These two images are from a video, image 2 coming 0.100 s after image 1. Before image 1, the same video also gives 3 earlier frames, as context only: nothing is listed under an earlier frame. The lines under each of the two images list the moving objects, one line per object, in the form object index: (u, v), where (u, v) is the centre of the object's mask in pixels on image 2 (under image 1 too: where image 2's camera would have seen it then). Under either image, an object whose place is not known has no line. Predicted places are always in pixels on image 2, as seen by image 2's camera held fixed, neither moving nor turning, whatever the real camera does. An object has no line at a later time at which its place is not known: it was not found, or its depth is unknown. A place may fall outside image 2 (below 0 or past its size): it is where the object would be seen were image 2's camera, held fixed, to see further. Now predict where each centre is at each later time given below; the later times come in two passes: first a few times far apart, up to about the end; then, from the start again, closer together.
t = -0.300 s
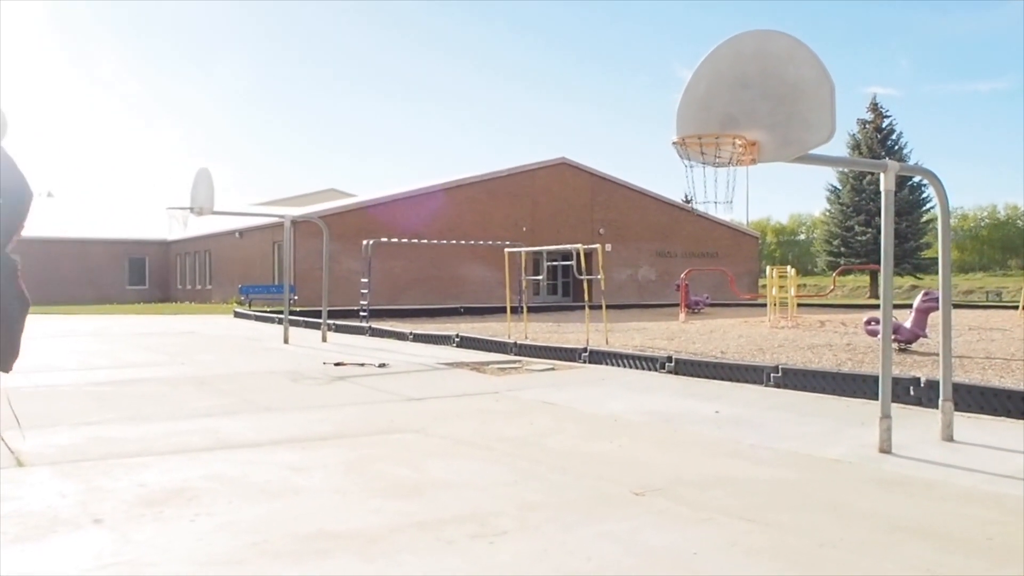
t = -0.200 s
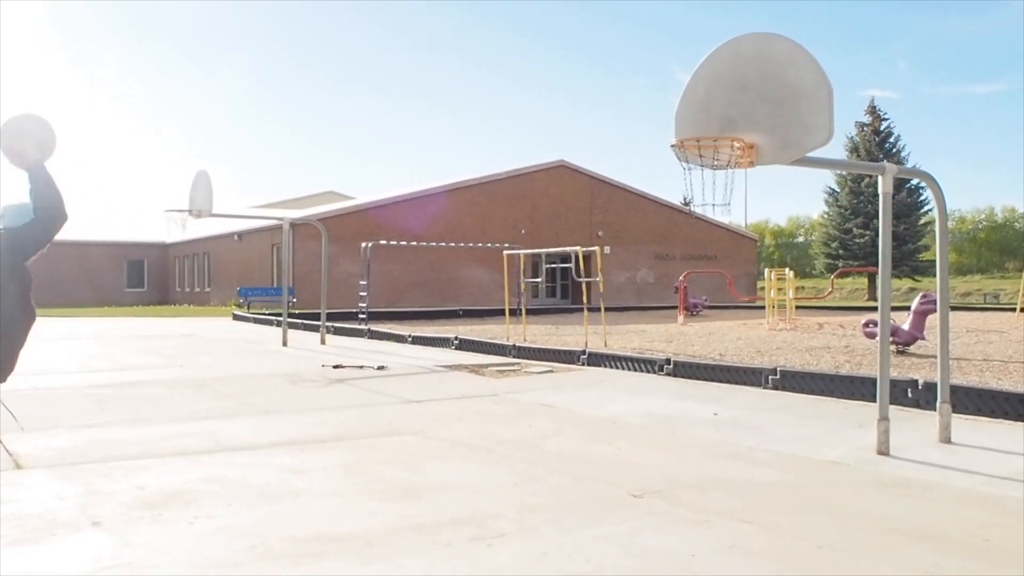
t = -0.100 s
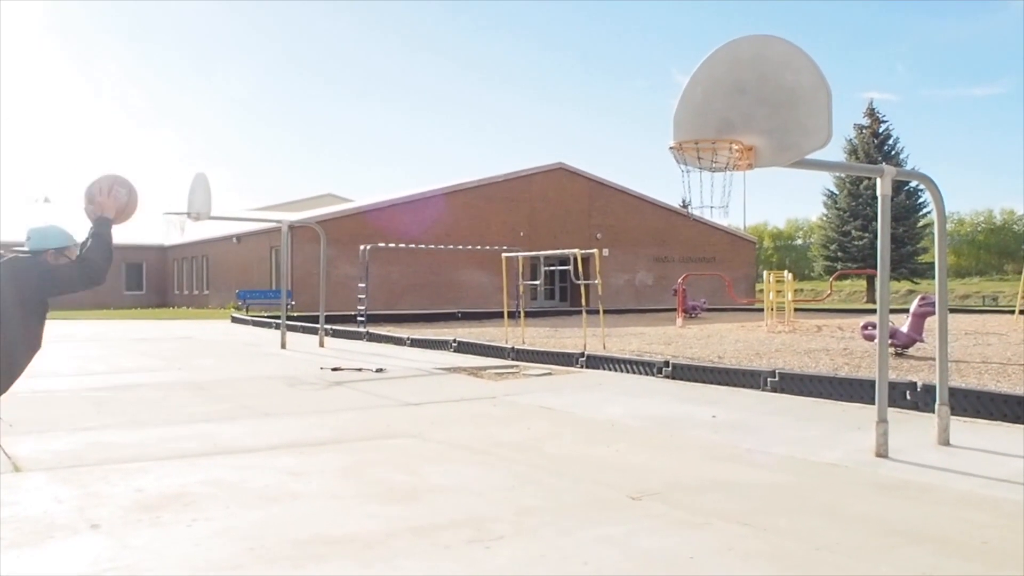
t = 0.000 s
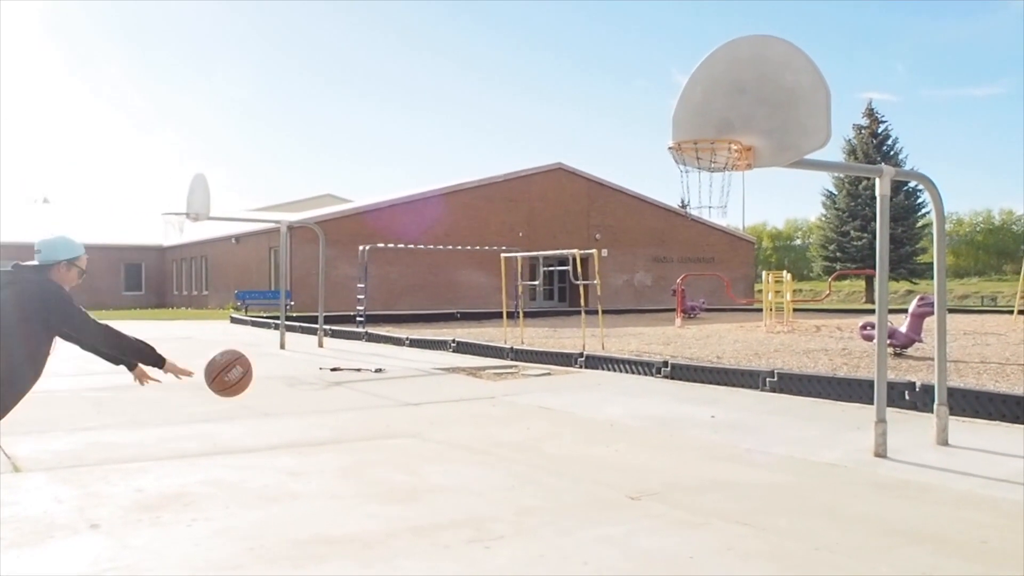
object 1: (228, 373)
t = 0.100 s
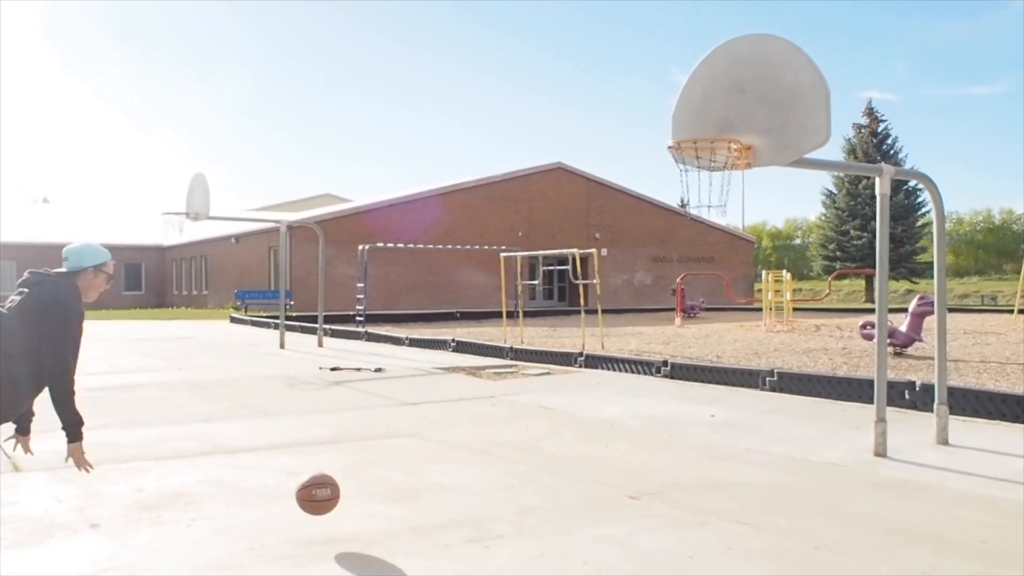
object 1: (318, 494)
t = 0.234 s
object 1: (374, 328)
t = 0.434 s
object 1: (456, 152)
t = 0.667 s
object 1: (545, 47)
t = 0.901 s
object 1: (626, 37)
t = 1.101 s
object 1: (693, 95)
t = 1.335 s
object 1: (690, 163)
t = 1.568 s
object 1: (690, 187)
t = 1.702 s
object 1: (699, 218)
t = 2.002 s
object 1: (721, 382)
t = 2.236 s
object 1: (741, 410)
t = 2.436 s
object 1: (759, 338)
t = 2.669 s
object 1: (785, 329)
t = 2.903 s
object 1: (811, 407)
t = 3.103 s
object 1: (836, 456)
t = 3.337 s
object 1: (869, 404)
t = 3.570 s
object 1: (905, 440)
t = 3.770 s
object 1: (936, 471)
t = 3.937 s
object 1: (966, 446)
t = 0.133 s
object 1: (333, 449)
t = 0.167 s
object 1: (347, 407)
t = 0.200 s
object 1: (361, 367)
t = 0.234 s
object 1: (374, 328)
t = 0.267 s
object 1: (388, 293)
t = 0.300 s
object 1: (401, 260)
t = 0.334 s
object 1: (415, 229)
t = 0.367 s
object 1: (429, 202)
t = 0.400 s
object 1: (443, 176)
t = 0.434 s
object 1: (456, 152)
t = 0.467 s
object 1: (469, 131)
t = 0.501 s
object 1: (482, 112)
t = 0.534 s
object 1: (495, 95)
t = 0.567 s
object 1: (507, 79)
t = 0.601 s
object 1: (520, 66)
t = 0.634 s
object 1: (532, 55)
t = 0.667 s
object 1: (545, 47)
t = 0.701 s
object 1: (557, 40)
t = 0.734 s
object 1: (568, 35)
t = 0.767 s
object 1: (579, 31)
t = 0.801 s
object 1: (591, 30)
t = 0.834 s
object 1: (604, 31)
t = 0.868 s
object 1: (615, 33)
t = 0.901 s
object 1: (626, 37)
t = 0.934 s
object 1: (638, 42)
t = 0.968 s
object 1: (649, 50)
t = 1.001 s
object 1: (660, 59)
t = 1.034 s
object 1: (671, 69)
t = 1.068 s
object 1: (682, 81)
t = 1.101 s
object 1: (693, 95)
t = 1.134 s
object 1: (703, 110)
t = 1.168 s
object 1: (714, 124)
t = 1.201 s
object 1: (721, 143)
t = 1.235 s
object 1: (712, 151)
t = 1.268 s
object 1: (703, 158)
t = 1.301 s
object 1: (695, 162)
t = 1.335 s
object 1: (690, 163)
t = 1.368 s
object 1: (688, 163)
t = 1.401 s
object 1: (688, 164)
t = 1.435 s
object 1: (688, 166)
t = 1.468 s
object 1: (688, 170)
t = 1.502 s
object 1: (689, 174)
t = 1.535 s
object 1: (690, 180)
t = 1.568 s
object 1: (690, 187)
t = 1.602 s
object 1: (693, 194)
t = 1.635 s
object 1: (695, 200)
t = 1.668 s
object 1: (697, 208)
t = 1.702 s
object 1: (699, 218)
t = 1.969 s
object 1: (718, 357)
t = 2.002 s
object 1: (721, 382)
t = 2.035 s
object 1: (725, 410)
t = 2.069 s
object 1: (727, 439)
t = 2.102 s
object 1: (729, 469)
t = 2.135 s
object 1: (732, 468)
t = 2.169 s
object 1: (735, 447)
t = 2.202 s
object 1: (738, 428)
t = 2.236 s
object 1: (741, 410)
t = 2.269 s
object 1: (744, 393)
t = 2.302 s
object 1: (746, 379)
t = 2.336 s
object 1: (749, 367)
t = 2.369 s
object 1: (753, 355)
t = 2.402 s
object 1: (757, 346)
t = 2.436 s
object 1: (759, 338)
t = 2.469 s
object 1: (763, 332)
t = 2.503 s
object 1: (766, 327)
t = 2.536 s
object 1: (770, 324)
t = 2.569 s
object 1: (773, 323)
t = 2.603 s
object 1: (777, 323)
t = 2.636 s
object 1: (780, 325)
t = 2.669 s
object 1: (785, 329)
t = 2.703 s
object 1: (788, 335)
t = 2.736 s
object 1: (791, 342)
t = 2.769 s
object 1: (795, 352)
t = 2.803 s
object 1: (799, 364)
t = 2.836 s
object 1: (803, 376)
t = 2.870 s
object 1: (807, 391)
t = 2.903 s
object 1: (811, 407)
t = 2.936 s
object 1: (814, 426)
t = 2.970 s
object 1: (818, 446)
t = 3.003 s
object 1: (822, 468)
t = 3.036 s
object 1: (826, 486)
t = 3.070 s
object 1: (831, 470)
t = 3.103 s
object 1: (836, 456)
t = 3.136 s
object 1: (840, 443)
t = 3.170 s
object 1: (846, 432)
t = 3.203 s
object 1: (851, 423)
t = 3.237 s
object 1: (855, 415)
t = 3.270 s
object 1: (859, 409)
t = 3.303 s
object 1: (864, 406)
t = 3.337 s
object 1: (869, 404)
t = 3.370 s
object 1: (875, 403)
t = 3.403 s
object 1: (880, 405)
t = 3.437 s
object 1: (885, 408)
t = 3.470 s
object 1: (890, 413)
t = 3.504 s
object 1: (895, 420)
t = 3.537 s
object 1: (900, 429)
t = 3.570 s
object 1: (905, 440)
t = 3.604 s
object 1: (911, 453)
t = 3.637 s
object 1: (914, 467)
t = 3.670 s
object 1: (920, 484)
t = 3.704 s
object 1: (924, 494)
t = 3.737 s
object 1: (930, 481)
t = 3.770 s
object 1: (936, 471)
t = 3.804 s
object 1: (943, 462)
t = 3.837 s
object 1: (948, 456)
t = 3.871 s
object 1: (954, 450)
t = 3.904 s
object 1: (959, 447)
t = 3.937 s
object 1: (966, 446)
